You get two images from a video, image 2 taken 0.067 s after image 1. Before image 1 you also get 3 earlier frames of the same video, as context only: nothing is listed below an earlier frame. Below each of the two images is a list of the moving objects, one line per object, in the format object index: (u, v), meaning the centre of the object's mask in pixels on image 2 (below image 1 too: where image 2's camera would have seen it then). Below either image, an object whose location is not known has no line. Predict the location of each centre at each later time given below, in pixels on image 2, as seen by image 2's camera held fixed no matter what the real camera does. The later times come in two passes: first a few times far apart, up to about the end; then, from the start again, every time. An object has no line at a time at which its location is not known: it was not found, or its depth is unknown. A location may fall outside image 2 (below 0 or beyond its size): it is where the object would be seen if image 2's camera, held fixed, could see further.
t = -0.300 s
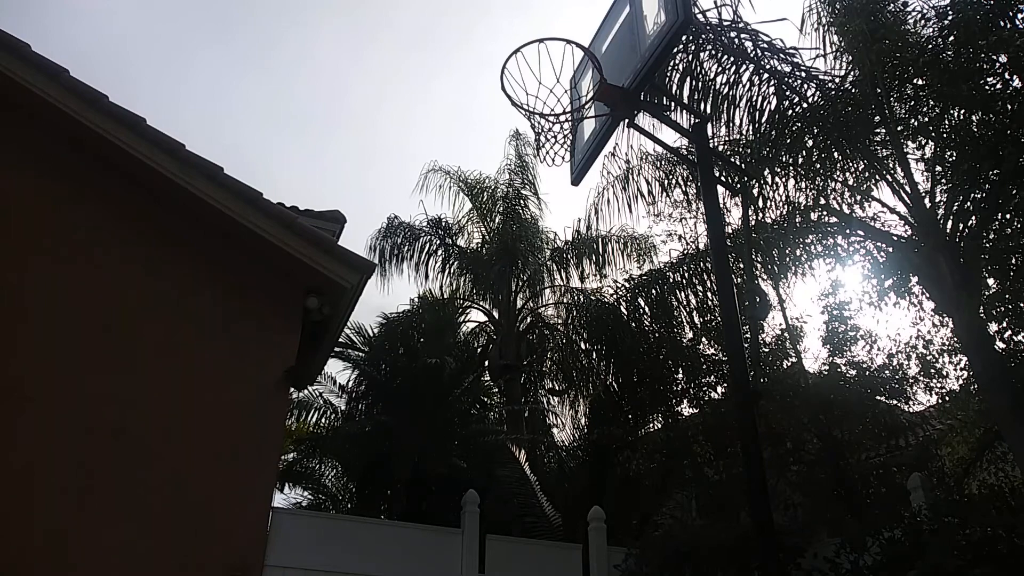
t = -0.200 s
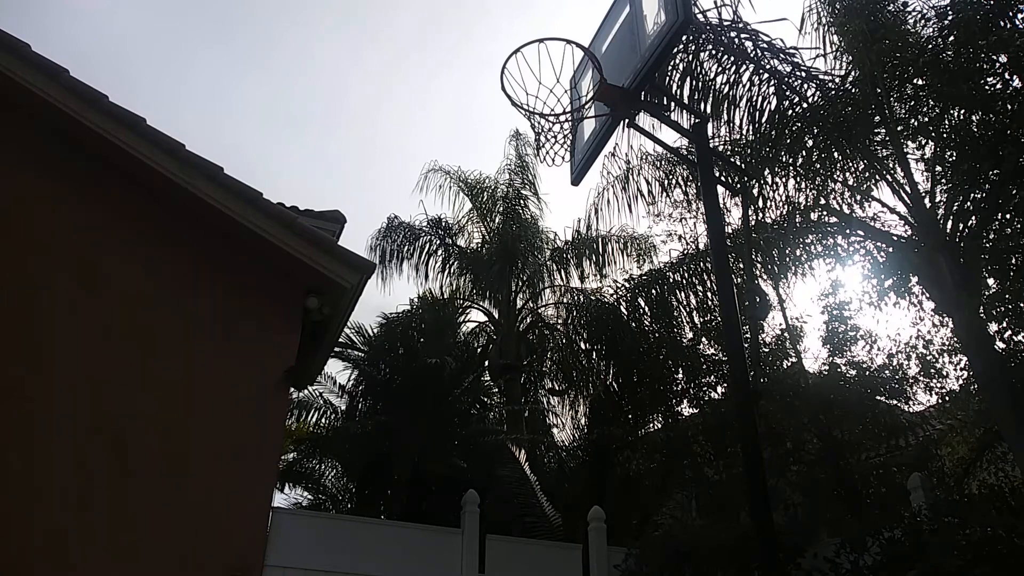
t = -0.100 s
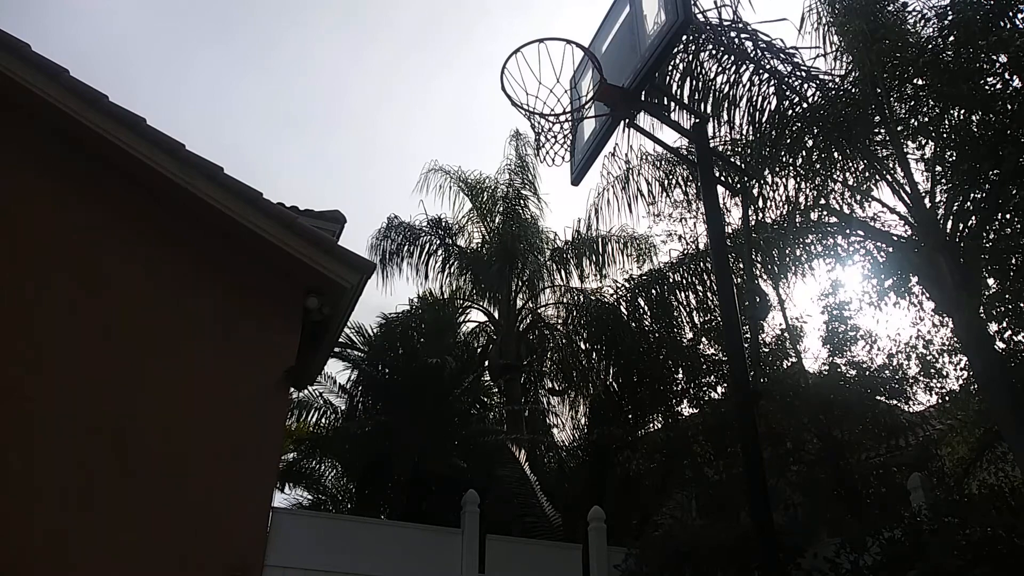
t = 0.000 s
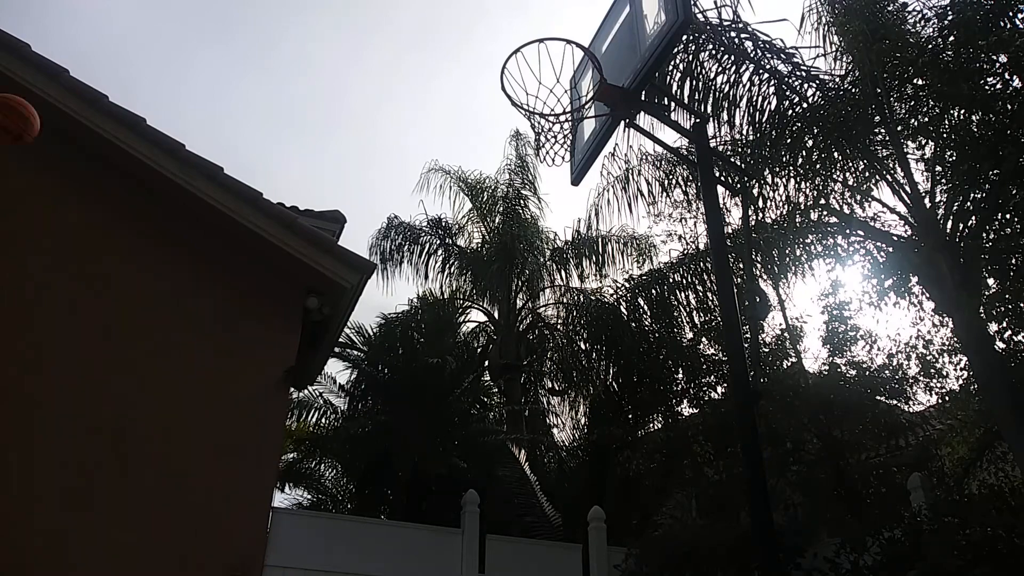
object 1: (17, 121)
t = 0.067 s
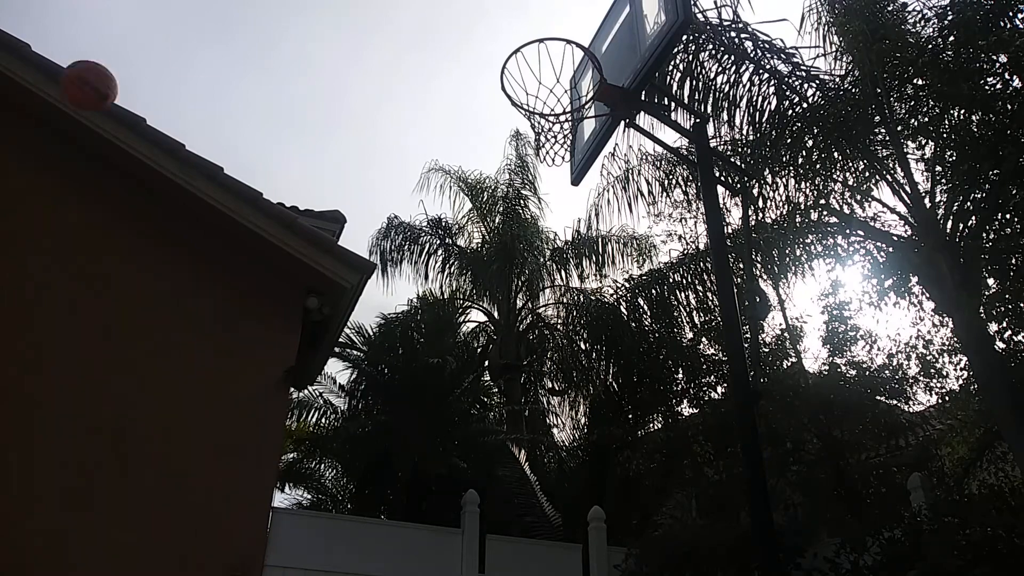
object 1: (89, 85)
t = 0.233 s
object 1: (264, 34)
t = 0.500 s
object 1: (505, 34)
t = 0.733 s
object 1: (552, 43)
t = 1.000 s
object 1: (458, 24)
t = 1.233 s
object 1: (371, 91)
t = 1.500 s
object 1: (225, 330)
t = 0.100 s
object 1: (126, 72)
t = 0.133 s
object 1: (163, 59)
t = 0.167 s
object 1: (197, 49)
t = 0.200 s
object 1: (231, 41)
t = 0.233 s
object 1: (264, 34)
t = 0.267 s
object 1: (295, 29)
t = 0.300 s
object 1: (327, 25)
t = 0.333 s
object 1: (357, 23)
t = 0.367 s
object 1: (387, 22)
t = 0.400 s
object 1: (417, 23)
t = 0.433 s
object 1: (447, 25)
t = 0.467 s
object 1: (476, 28)
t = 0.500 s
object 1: (505, 34)
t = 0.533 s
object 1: (535, 40)
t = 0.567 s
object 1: (566, 49)
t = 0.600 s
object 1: (596, 59)
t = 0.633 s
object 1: (597, 61)
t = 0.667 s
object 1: (583, 55)
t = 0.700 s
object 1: (568, 48)
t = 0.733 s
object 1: (552, 43)
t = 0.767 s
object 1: (537, 38)
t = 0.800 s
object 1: (526, 31)
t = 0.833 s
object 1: (514, 26)
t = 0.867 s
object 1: (503, 23)
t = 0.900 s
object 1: (492, 22)
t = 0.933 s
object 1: (481, 22)
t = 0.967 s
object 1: (470, 23)
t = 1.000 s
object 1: (458, 24)
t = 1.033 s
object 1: (447, 28)
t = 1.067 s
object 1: (435, 34)
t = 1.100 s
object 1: (423, 42)
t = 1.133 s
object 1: (411, 51)
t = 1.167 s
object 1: (398, 62)
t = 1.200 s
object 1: (385, 75)
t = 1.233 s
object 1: (371, 91)
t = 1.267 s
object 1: (357, 108)
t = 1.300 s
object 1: (342, 129)
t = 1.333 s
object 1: (325, 153)
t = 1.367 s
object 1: (308, 180)
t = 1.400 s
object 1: (290, 210)
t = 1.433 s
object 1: (270, 243)
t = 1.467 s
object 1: (247, 283)
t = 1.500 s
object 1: (225, 330)
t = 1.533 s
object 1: (198, 384)
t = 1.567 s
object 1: (167, 446)
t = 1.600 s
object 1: (134, 518)
